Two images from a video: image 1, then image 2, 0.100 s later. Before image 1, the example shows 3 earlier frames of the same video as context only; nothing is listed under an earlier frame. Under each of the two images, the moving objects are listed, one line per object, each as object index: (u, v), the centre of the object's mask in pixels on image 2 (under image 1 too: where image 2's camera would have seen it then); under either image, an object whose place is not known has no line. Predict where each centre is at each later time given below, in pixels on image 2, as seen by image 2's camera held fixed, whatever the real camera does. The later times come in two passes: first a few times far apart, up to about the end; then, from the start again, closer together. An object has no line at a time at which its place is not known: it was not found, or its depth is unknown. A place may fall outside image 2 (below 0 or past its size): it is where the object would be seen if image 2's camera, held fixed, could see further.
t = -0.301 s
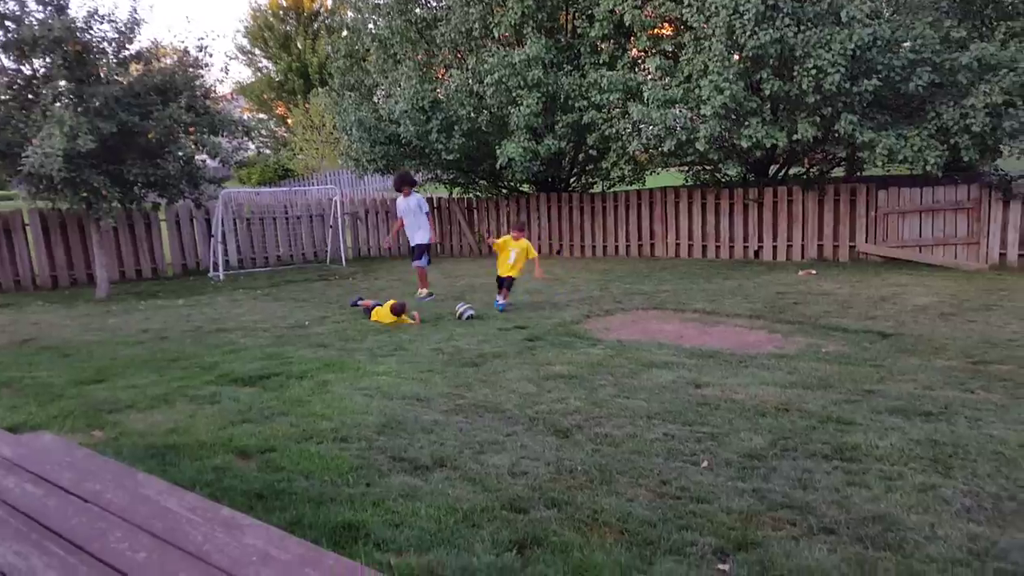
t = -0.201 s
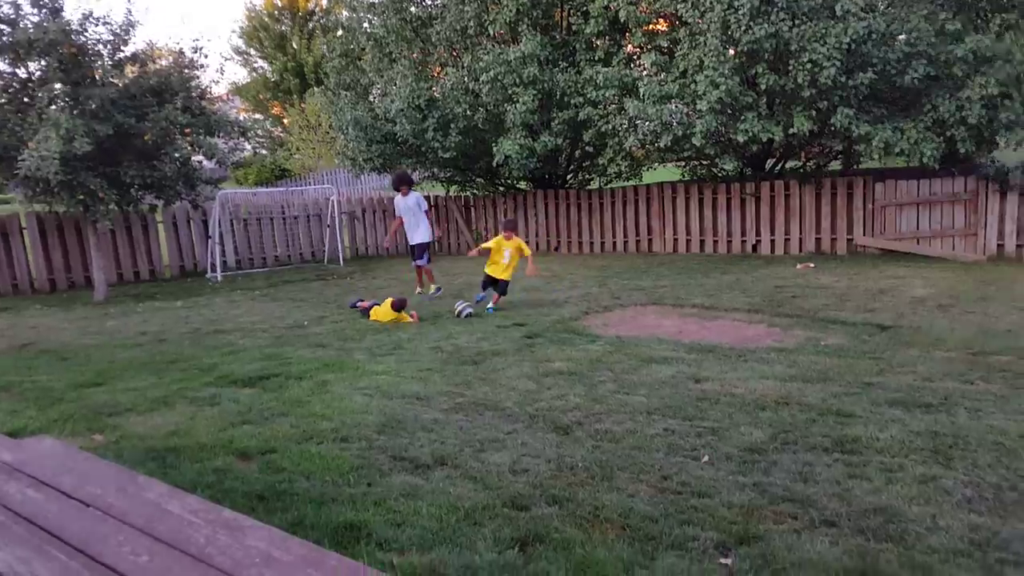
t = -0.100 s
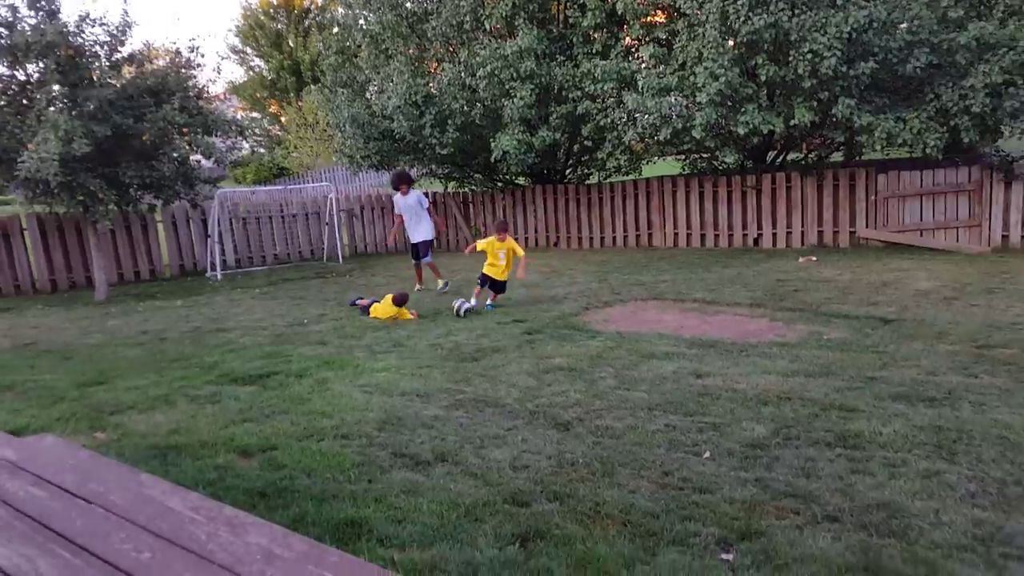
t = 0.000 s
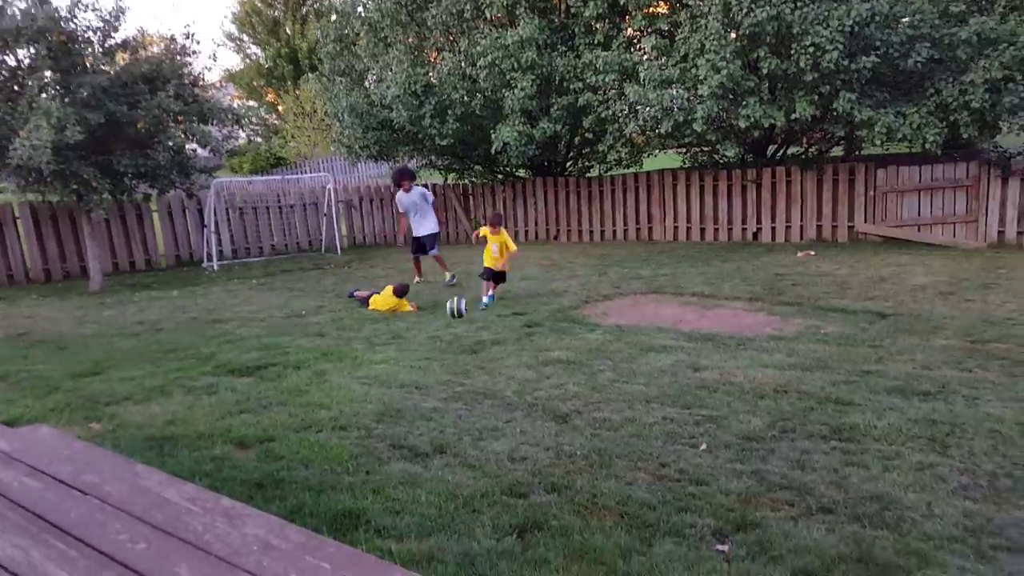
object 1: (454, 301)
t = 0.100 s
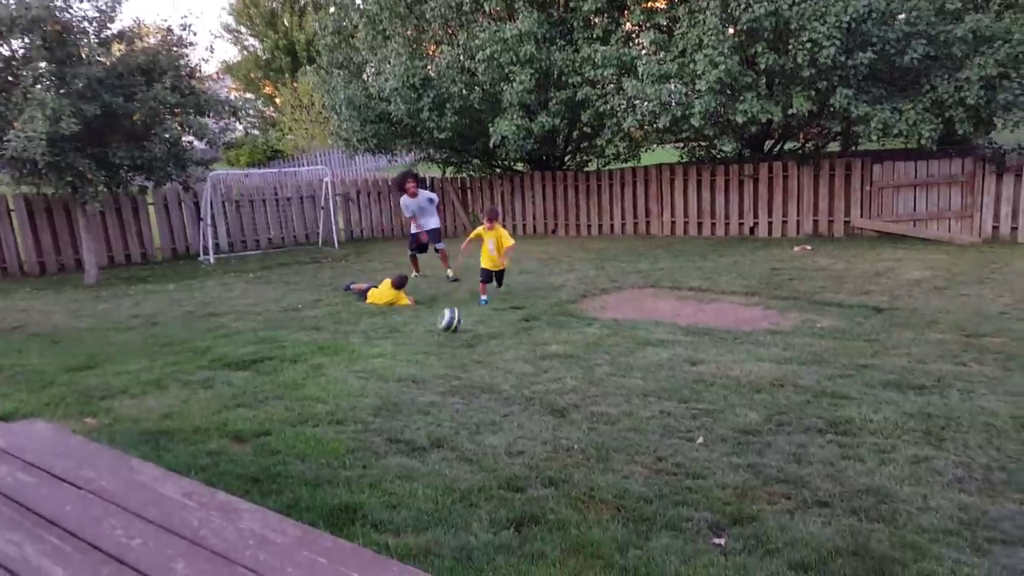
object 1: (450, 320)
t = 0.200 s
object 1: (446, 338)
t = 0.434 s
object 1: (441, 370)
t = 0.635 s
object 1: (440, 397)
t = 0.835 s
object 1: (442, 423)
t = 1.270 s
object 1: (433, 497)
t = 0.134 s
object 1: (449, 328)
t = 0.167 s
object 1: (448, 334)
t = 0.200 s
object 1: (446, 338)
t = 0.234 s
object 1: (446, 341)
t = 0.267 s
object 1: (445, 345)
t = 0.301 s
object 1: (444, 349)
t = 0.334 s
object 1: (442, 353)
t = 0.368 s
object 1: (442, 359)
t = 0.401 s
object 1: (442, 364)
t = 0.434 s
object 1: (441, 370)
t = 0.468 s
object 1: (441, 373)
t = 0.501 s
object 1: (441, 376)
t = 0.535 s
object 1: (441, 379)
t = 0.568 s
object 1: (440, 384)
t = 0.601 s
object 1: (441, 389)
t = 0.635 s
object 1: (440, 397)
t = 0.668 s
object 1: (441, 404)
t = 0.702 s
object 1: (441, 406)
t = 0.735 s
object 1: (441, 408)
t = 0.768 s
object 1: (442, 411)
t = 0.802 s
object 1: (442, 415)
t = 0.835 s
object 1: (442, 423)
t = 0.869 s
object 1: (443, 431)
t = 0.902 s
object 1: (444, 440)
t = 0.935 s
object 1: (444, 446)
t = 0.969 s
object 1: (442, 449)
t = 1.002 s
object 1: (439, 451)
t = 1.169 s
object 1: (433, 481)
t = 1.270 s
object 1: (433, 497)
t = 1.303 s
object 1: (433, 500)
